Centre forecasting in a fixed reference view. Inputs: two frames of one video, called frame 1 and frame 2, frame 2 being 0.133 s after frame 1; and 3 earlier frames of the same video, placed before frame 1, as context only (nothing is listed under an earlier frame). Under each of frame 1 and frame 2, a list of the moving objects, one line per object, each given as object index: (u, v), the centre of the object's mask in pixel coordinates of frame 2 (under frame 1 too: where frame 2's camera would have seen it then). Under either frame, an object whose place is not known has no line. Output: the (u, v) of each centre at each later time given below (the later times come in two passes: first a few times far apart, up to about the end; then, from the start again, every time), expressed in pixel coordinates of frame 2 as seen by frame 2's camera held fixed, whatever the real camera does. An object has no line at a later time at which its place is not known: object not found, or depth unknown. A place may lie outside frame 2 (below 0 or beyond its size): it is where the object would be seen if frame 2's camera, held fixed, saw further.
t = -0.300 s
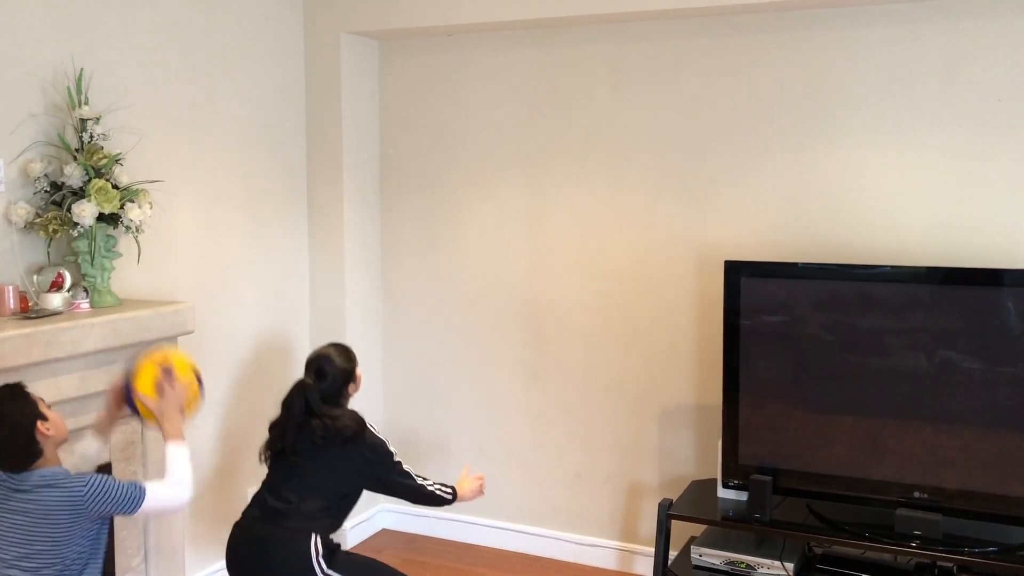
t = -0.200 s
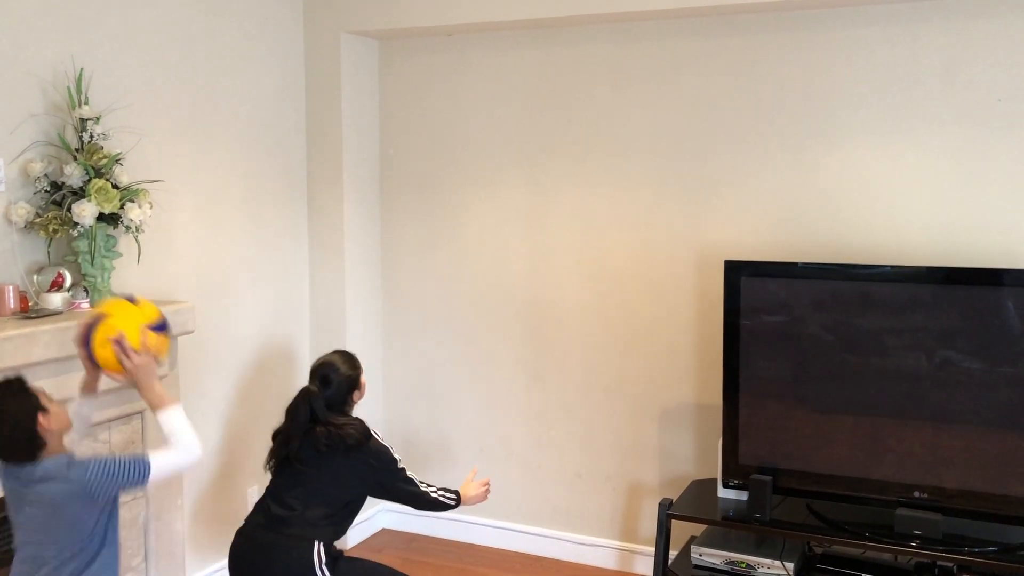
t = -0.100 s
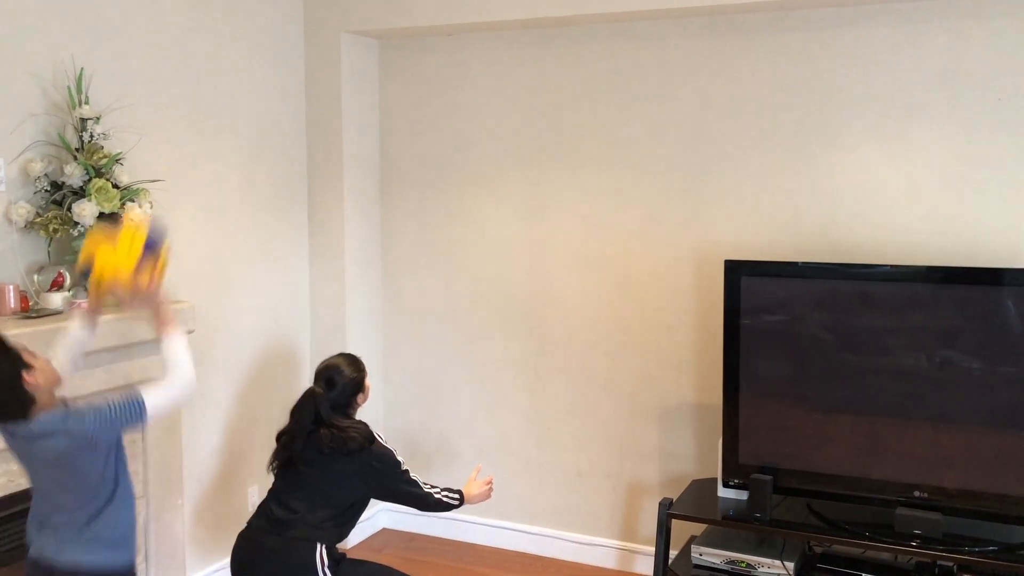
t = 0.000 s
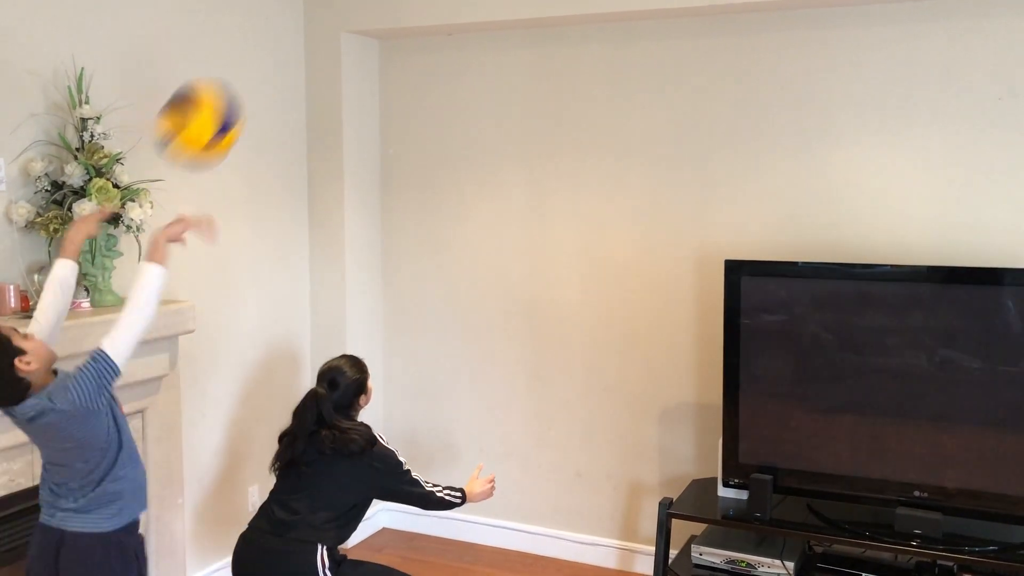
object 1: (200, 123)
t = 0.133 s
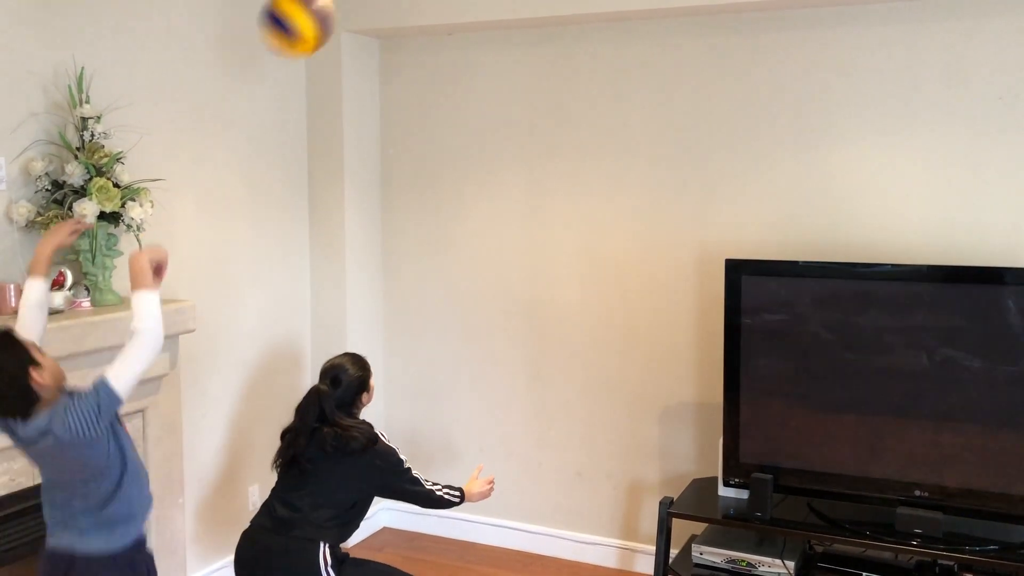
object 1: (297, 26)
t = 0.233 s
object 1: (357, 11)
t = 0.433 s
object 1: (447, 27)
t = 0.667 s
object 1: (524, 160)
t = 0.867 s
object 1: (482, 304)
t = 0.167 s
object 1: (318, 18)
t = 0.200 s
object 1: (337, 14)
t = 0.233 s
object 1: (357, 11)
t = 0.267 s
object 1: (375, 10)
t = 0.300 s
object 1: (391, 10)
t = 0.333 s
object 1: (407, 12)
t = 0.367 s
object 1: (421, 15)
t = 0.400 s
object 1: (434, 19)
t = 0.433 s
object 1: (447, 27)
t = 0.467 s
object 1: (459, 40)
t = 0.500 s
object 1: (471, 55)
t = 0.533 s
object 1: (483, 73)
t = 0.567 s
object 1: (494, 93)
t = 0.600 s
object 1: (504, 114)
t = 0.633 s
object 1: (515, 137)
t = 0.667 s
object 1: (524, 160)
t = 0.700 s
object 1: (518, 177)
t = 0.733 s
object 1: (511, 196)
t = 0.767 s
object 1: (504, 218)
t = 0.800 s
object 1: (497, 243)
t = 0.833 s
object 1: (490, 272)
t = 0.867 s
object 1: (482, 304)
